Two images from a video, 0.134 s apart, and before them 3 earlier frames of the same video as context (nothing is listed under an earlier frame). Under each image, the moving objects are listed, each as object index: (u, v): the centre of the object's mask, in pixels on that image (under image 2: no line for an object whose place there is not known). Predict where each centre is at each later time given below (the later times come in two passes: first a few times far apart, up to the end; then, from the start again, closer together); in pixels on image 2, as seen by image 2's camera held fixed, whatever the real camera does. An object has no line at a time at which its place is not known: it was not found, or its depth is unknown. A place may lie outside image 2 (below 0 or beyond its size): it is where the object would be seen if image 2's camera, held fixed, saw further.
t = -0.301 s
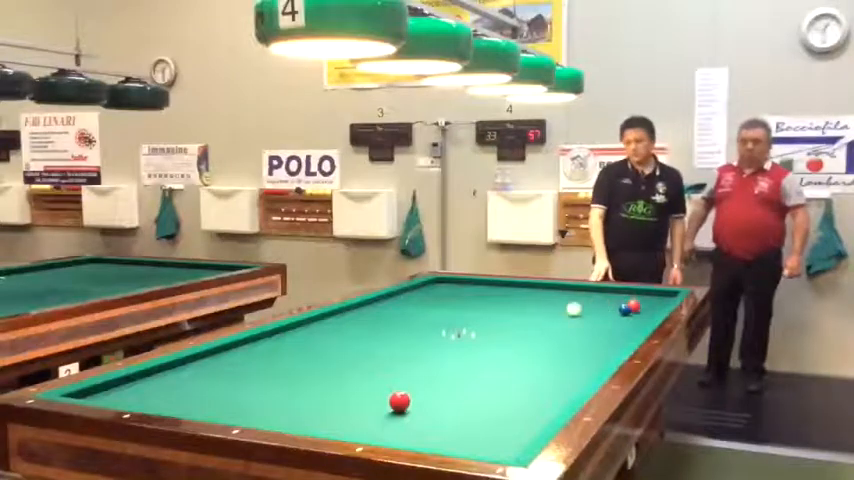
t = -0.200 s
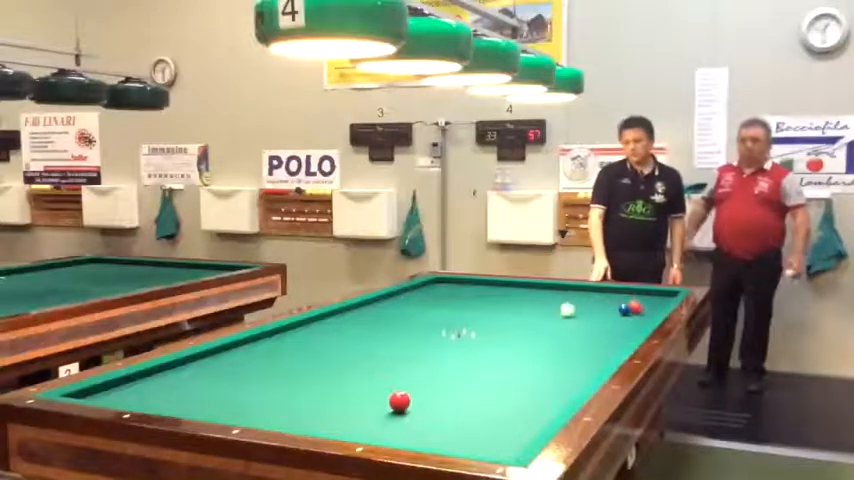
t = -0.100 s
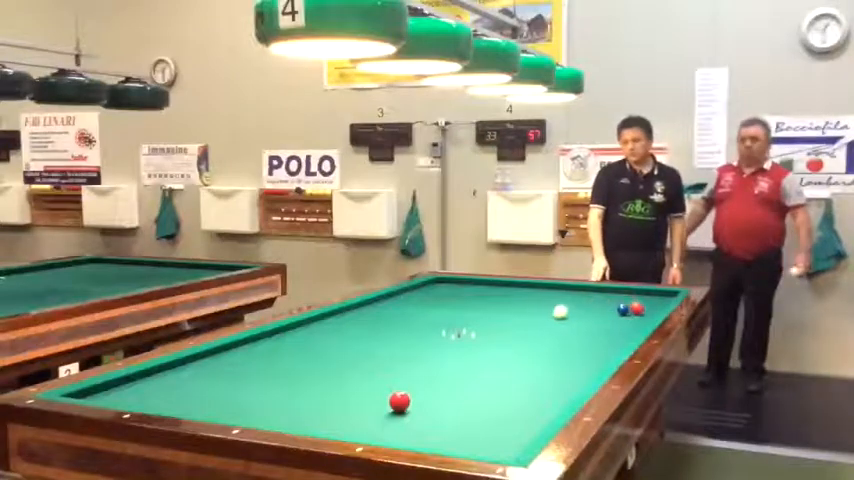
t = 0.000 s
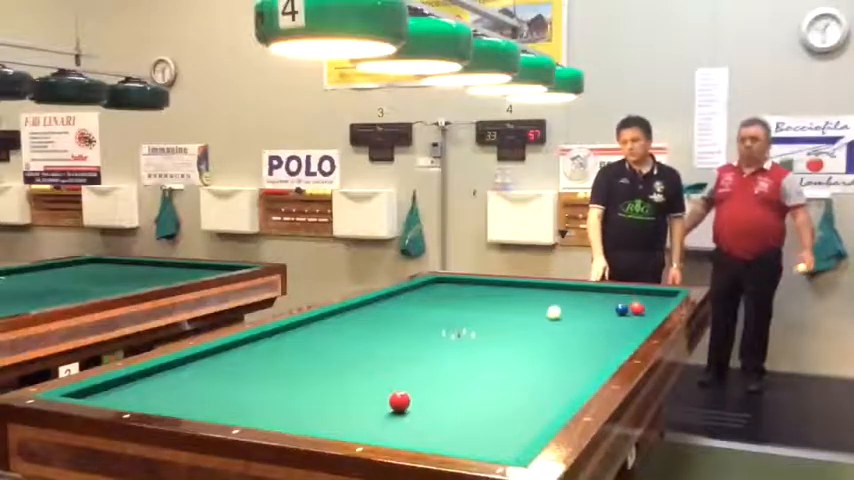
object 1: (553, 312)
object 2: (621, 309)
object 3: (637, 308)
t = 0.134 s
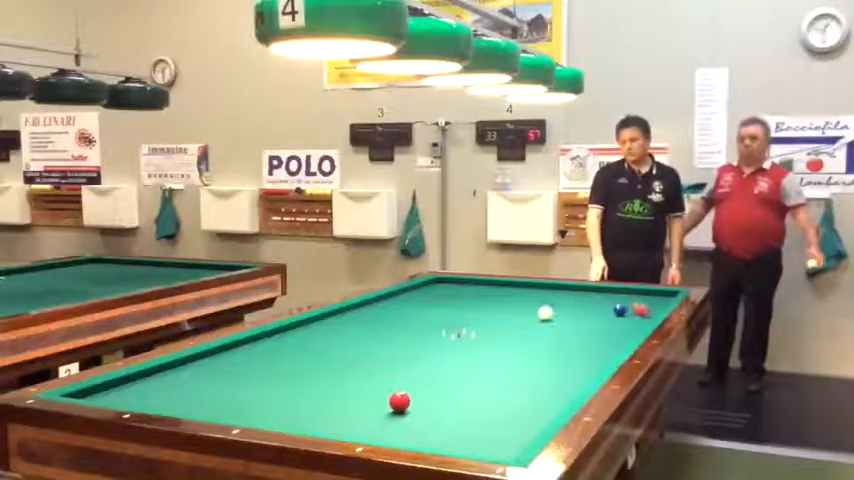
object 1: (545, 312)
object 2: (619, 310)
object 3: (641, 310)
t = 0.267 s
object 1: (536, 315)
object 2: (617, 310)
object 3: (643, 310)
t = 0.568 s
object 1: (517, 318)
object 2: (614, 310)
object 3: (647, 311)
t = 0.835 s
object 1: (498, 321)
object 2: (611, 311)
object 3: (651, 312)
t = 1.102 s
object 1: (481, 323)
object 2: (609, 311)
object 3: (651, 312)
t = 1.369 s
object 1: (464, 326)
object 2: (607, 311)
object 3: (649, 313)
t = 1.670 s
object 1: (442, 329)
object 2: (605, 311)
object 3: (646, 314)
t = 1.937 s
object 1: (425, 332)
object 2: (605, 311)
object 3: (644, 314)
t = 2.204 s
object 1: (409, 334)
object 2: (604, 312)
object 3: (643, 314)
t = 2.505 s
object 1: (389, 337)
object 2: (604, 311)
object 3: (641, 314)
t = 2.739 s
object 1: (373, 340)
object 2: (604, 311)
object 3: (641, 314)
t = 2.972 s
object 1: (353, 342)
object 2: (604, 311)
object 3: (641, 314)
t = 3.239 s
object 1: (336, 345)
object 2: (604, 311)
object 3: (640, 315)
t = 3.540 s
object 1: (318, 348)
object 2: (604, 311)
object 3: (641, 315)
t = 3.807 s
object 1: (302, 350)
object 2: (604, 311)
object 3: (640, 314)
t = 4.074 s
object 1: (286, 353)
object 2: (604, 311)
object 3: (640, 315)
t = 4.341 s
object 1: (271, 355)
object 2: (604, 311)
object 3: (640, 315)
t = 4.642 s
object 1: (254, 357)
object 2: (604, 311)
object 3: (640, 315)
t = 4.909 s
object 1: (240, 360)
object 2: (604, 311)
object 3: (640, 315)
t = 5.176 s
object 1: (225, 362)
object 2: (604, 311)
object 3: (640, 315)
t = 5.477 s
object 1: (211, 365)
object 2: (604, 311)
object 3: (640, 315)
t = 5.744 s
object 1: (198, 367)
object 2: (604, 311)
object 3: (640, 315)
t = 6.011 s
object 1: (186, 369)
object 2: (604, 311)
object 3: (640, 315)
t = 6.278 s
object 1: (174, 370)
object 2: (604, 311)
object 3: (640, 315)
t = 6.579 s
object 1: (162, 373)
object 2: (604, 311)
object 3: (640, 315)
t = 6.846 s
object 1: (153, 374)
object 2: (604, 311)
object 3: (640, 315)
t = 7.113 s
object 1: (143, 376)
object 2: (604, 311)
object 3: (640, 315)
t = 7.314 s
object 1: (138, 377)
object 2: (604, 311)
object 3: (641, 315)
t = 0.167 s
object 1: (543, 314)
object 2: (619, 310)
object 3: (641, 310)
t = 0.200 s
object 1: (540, 313)
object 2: (618, 310)
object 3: (641, 309)
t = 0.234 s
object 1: (538, 315)
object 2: (618, 310)
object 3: (643, 310)
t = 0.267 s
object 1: (536, 315)
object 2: (617, 310)
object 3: (643, 310)
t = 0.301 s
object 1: (533, 315)
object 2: (617, 310)
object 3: (644, 310)
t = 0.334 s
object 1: (531, 315)
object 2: (616, 310)
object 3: (644, 310)
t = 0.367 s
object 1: (529, 316)
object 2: (617, 310)
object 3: (644, 310)
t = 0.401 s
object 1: (527, 316)
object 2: (616, 310)
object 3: (644, 310)
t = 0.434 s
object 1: (526, 316)
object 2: (615, 310)
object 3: (645, 310)
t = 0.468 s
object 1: (523, 317)
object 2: (615, 310)
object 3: (645, 310)
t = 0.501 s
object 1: (521, 317)
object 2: (615, 310)
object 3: (646, 311)
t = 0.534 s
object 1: (518, 318)
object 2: (614, 310)
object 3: (647, 311)
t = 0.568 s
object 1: (517, 318)
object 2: (614, 310)
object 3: (647, 311)
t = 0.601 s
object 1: (514, 318)
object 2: (613, 310)
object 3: (647, 311)
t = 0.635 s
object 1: (512, 319)
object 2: (613, 310)
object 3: (647, 311)
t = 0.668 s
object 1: (510, 319)
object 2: (613, 310)
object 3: (647, 311)
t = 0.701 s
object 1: (508, 319)
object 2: (612, 310)
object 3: (649, 311)
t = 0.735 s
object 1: (505, 320)
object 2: (612, 310)
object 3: (649, 312)
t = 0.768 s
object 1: (503, 320)
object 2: (611, 310)
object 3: (649, 311)
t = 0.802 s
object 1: (501, 320)
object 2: (611, 310)
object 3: (649, 311)
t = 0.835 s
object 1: (498, 321)
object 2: (611, 311)
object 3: (651, 312)
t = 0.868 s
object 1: (496, 321)
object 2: (611, 310)
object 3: (651, 312)
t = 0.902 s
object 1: (494, 321)
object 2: (610, 310)
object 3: (651, 312)
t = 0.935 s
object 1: (492, 322)
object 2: (610, 310)
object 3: (651, 312)
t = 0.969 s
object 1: (490, 322)
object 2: (610, 311)
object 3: (651, 312)
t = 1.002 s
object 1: (488, 322)
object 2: (609, 311)
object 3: (651, 312)
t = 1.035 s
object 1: (486, 322)
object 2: (609, 311)
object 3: (651, 312)
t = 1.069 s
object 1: (484, 323)
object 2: (609, 311)
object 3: (651, 312)
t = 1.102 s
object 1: (481, 323)
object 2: (609, 311)
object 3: (651, 312)
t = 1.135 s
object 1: (479, 323)
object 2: (609, 311)
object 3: (650, 312)
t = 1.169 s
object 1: (476, 324)
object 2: (608, 311)
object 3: (650, 313)
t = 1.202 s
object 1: (475, 324)
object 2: (608, 311)
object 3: (650, 313)
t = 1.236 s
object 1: (472, 325)
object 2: (608, 311)
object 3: (649, 313)
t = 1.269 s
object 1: (469, 325)
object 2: (607, 311)
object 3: (649, 313)
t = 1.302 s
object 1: (466, 326)
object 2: (607, 311)
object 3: (649, 313)
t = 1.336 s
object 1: (465, 326)
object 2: (607, 311)
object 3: (649, 313)
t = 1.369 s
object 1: (464, 326)
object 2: (607, 311)
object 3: (649, 313)
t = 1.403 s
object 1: (462, 326)
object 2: (606, 311)
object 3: (649, 313)
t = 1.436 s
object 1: (460, 326)
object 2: (607, 311)
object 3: (649, 313)
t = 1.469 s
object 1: (457, 327)
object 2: (606, 311)
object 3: (649, 313)
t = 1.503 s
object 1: (456, 328)
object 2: (606, 311)
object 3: (648, 313)
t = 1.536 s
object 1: (452, 328)
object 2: (606, 311)
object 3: (648, 313)
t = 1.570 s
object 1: (449, 329)
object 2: (606, 311)
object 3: (648, 313)
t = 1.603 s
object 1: (447, 328)
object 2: (606, 311)
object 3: (648, 313)
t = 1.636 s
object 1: (444, 329)
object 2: (606, 311)
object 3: (646, 314)
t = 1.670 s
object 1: (442, 329)
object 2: (605, 311)
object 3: (646, 314)
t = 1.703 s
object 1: (441, 330)
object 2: (605, 311)
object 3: (646, 314)
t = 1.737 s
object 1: (439, 330)
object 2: (605, 311)
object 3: (646, 314)
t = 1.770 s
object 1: (437, 330)
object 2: (605, 311)
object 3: (645, 314)
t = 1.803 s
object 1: (435, 331)
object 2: (605, 311)
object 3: (645, 314)
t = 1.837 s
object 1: (432, 331)
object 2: (605, 311)
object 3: (645, 314)
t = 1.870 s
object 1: (429, 331)
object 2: (605, 311)
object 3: (645, 314)
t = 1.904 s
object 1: (428, 331)
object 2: (605, 311)
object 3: (645, 314)
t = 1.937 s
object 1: (425, 332)
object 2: (605, 311)
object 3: (644, 314)
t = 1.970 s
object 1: (424, 332)
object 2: (605, 311)
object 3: (644, 314)
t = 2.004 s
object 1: (421, 332)
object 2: (604, 311)
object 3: (644, 314)
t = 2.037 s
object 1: (419, 332)
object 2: (604, 312)
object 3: (643, 314)
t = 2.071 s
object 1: (417, 333)
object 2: (604, 312)
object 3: (643, 314)
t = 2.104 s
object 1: (416, 333)
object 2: (603, 311)
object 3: (643, 314)
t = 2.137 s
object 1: (412, 333)
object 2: (604, 312)
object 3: (643, 314)
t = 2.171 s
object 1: (410, 334)
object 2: (604, 312)
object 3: (643, 314)
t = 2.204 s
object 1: (409, 334)
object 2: (604, 312)
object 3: (643, 314)
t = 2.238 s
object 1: (405, 335)
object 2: (604, 312)
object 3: (642, 314)
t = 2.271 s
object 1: (403, 335)
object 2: (604, 312)
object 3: (642, 314)
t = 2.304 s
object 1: (402, 335)
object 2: (604, 312)
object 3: (642, 314)
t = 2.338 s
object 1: (401, 335)
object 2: (604, 311)
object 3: (642, 314)
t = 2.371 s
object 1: (398, 336)
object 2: (604, 312)
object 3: (642, 314)
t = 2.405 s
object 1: (396, 336)
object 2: (604, 312)
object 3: (642, 314)
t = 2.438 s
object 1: (393, 336)
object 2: (604, 312)
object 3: (642, 314)
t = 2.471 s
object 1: (390, 337)
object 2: (604, 312)
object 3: (642, 314)
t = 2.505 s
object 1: (389, 337)
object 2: (604, 311)
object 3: (641, 314)
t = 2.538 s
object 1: (384, 338)
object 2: (604, 311)
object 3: (641, 314)
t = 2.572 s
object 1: (382, 338)
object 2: (604, 312)
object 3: (641, 314)
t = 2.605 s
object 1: (380, 338)
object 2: (604, 311)
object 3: (641, 314)
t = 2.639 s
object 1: (378, 339)
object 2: (604, 312)
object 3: (641, 314)
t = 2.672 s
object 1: (374, 339)
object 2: (604, 311)
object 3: (641, 314)
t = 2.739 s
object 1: (373, 340)
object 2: (604, 311)
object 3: (641, 314)
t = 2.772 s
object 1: (367, 340)
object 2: (604, 311)
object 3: (641, 314)
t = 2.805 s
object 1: (363, 341)
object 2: (604, 311)
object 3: (641, 314)
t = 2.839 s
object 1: (361, 341)
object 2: (604, 311)
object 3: (641, 314)
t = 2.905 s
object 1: (357, 342)
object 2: (604, 311)
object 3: (641, 314)
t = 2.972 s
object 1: (353, 342)
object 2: (604, 311)
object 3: (641, 314)
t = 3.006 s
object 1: (351, 343)
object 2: (604, 311)
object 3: (641, 314)
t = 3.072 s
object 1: (346, 344)
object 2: (604, 311)
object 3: (641, 315)
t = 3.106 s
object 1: (343, 344)
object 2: (604, 311)
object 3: (641, 315)
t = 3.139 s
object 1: (342, 344)
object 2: (604, 311)
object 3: (640, 315)
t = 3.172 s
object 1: (340, 344)
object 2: (604, 311)
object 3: (640, 315)
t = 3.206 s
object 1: (338, 344)
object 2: (604, 311)
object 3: (641, 315)
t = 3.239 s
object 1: (336, 345)
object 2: (604, 311)
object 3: (640, 315)
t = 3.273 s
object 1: (334, 345)
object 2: (604, 311)
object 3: (640, 315)
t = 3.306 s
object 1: (332, 345)
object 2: (604, 311)
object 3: (640, 315)
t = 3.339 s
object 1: (330, 346)
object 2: (604, 311)
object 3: (640, 315)
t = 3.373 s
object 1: (328, 346)
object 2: (604, 311)
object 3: (640, 315)
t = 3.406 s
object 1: (326, 346)
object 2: (604, 311)
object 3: (640, 315)
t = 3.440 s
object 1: (324, 347)
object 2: (604, 311)
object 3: (640, 315)
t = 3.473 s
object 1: (322, 347)
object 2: (604, 311)
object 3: (640, 315)
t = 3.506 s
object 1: (319, 347)
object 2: (604, 311)
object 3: (640, 315)
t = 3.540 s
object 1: (318, 348)
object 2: (604, 311)
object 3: (641, 315)
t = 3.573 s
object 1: (316, 348)
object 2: (604, 311)
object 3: (641, 315)
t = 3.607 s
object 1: (314, 348)
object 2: (604, 311)
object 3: (641, 314)
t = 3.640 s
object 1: (311, 349)
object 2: (604, 311)
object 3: (640, 315)
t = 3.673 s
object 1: (310, 349)
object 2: (604, 311)
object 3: (640, 314)
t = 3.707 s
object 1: (308, 349)
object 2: (604, 311)
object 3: (641, 314)
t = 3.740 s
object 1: (306, 350)
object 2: (604, 311)
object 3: (640, 314)
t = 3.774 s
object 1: (304, 350)
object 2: (604, 311)
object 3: (640, 314)
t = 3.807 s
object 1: (302, 350)
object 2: (604, 311)
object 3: (640, 314)
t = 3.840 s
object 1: (299, 350)
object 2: (604, 311)
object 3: (640, 315)
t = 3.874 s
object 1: (298, 351)
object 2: (604, 311)
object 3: (641, 315)
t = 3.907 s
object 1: (296, 351)
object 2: (604, 311)
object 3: (641, 315)
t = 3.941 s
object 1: (294, 351)
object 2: (604, 311)
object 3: (640, 315)
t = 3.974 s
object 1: (292, 352)
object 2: (604, 311)
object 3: (641, 315)
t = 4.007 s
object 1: (290, 352)
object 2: (604, 311)
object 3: (640, 315)
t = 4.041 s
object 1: (288, 352)
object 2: (604, 311)
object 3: (641, 315)
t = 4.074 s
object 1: (286, 353)
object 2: (604, 311)
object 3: (640, 315)
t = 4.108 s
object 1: (284, 353)
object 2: (604, 311)
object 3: (640, 315)
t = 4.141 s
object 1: (283, 353)
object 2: (604, 311)
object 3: (640, 315)
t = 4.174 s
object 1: (280, 354)
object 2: (604, 311)
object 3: (640, 315)
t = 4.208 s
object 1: (278, 354)
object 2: (604, 311)
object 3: (640, 315)
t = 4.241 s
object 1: (277, 354)
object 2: (604, 311)
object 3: (640, 315)
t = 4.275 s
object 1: (275, 355)
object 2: (604, 311)
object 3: (640, 315)
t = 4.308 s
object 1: (273, 355)
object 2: (604, 311)
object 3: (640, 315)
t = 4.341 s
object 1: (271, 355)
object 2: (604, 311)
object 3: (640, 315)
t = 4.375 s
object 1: (269, 356)
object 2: (604, 311)
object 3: (640, 315)
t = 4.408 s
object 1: (267, 356)
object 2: (604, 311)
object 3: (640, 315)
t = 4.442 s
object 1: (266, 356)
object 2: (604, 311)
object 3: (640, 315)
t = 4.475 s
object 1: (263, 356)
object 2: (604, 311)
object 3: (640, 315)
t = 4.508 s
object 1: (261, 356)
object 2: (604, 311)
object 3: (640, 315)
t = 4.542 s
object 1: (260, 357)
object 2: (604, 311)
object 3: (640, 315)
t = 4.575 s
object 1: (258, 357)
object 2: (604, 311)
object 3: (640, 315)
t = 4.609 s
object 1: (256, 358)
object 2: (604, 311)
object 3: (640, 315)
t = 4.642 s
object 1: (254, 357)
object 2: (604, 311)
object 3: (640, 315)
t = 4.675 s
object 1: (252, 358)
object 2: (604, 311)
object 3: (640, 315)
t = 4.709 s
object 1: (251, 358)
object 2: (604, 311)
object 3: (640, 315)
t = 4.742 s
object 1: (249, 359)
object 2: (604, 311)
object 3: (640, 315)
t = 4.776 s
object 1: (247, 359)
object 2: (604, 311)
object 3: (640, 315)
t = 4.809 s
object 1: (245, 359)
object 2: (604, 311)
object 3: (640, 315)
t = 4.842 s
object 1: (244, 359)
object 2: (604, 311)
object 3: (640, 315)
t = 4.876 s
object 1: (241, 360)
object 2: (604, 311)
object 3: (640, 315)
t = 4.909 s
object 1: (240, 360)
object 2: (604, 311)
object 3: (640, 315)
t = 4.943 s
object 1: (238, 360)
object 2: (604, 311)
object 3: (640, 315)
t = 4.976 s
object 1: (237, 361)
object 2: (604, 311)
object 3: (640, 315)
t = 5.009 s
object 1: (235, 361)
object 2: (604, 311)
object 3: (640, 315)
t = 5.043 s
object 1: (233, 361)
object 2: (604, 311)
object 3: (640, 315)
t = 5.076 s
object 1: (231, 361)
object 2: (604, 311)
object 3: (640, 315)
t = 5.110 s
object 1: (230, 362)
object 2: (604, 311)
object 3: (640, 315)
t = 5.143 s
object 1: (227, 362)
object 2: (604, 311)
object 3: (640, 315)
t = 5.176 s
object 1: (225, 362)
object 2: (604, 311)
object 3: (640, 315)
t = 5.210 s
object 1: (224, 362)
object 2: (604, 311)
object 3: (640, 315)
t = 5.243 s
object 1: (222, 363)
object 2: (604, 311)
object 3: (640, 315)
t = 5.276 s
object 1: (221, 363)
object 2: (604, 311)
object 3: (640, 315)
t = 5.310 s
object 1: (219, 363)
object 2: (604, 311)
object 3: (640, 315)
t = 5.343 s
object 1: (218, 363)
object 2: (604, 311)
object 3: (640, 315)
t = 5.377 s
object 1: (216, 364)
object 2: (604, 311)
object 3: (640, 315)
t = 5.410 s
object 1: (214, 364)
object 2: (604, 311)
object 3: (640, 315)
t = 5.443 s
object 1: (213, 364)
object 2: (604, 311)
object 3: (640, 315)
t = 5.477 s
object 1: (211, 365)
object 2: (604, 311)
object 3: (640, 315)
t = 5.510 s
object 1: (209, 365)
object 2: (604, 311)
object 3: (640, 315)
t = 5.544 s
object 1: (208, 365)
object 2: (604, 311)
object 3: (640, 315)
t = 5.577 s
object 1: (206, 365)
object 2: (604, 311)
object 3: (640, 315)
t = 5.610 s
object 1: (204, 365)
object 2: (604, 311)
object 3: (640, 315)
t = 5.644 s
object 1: (203, 366)
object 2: (604, 311)
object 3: (640, 315)
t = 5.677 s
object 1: (202, 366)
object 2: (604, 311)
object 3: (640, 315)
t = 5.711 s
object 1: (200, 367)
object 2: (604, 311)
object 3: (640, 315)
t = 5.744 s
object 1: (198, 367)
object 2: (604, 311)
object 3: (640, 315)
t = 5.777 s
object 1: (196, 367)
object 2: (604, 311)
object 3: (640, 315)
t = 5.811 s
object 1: (195, 367)
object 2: (604, 311)
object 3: (640, 315)
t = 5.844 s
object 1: (194, 367)
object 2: (604, 311)
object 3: (640, 315)
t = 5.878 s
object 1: (192, 368)
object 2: (604, 311)
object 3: (640, 315)
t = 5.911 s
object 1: (191, 368)
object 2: (604, 311)
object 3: (640, 315)
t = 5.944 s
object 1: (189, 368)
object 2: (604, 311)
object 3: (640, 315)
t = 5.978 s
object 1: (187, 369)
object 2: (604, 311)
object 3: (640, 315)
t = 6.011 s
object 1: (186, 369)
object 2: (604, 311)
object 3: (640, 315)
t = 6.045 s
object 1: (184, 369)
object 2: (604, 311)
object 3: (640, 315)
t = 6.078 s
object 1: (183, 370)
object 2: (604, 311)
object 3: (640, 315)
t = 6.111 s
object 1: (182, 369)
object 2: (604, 311)
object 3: (640, 315)
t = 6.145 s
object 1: (180, 370)
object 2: (604, 311)
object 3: (640, 315)
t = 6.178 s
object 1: (178, 370)
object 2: (604, 311)
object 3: (640, 315)
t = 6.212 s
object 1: (177, 370)
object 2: (604, 311)
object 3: (640, 315)
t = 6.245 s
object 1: (176, 370)
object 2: (604, 311)
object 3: (640, 315)
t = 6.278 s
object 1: (174, 370)
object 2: (604, 311)
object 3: (640, 315)
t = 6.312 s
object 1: (173, 371)
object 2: (604, 311)
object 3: (640, 315)
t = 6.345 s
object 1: (172, 371)
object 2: (604, 311)
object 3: (640, 315)
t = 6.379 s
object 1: (170, 371)
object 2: (604, 311)
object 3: (640, 315)
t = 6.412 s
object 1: (169, 371)
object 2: (604, 311)
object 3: (640, 315)
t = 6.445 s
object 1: (168, 372)
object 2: (604, 311)
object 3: (640, 315)
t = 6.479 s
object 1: (167, 372)
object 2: (604, 311)
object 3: (640, 315)
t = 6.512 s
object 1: (165, 372)
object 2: (604, 311)
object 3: (640, 315)
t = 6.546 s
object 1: (164, 372)
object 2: (604, 311)
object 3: (640, 315)
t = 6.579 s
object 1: (162, 373)
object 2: (604, 311)
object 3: (640, 315)
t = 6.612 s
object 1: (161, 373)
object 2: (604, 311)
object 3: (640, 315)
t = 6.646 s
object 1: (160, 373)
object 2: (604, 311)
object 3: (640, 315)
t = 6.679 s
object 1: (159, 373)
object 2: (604, 311)
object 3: (640, 315)
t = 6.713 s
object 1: (157, 373)
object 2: (604, 311)
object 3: (640, 315)
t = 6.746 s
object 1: (156, 374)
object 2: (604, 311)
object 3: (640, 315)
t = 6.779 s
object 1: (155, 374)
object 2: (604, 311)
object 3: (640, 315)
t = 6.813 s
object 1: (154, 374)
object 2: (604, 311)
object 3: (640, 315)
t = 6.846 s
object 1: (153, 374)
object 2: (604, 311)
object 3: (640, 315)
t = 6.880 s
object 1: (152, 374)
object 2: (604, 311)
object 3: (640, 315)
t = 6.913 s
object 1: (150, 374)
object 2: (604, 311)
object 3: (640, 315)
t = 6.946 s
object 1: (149, 375)
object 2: (604, 311)
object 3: (640, 315)
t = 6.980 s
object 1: (148, 375)
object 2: (604, 311)
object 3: (640, 315)
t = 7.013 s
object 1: (147, 375)
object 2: (604, 311)
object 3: (640, 315)
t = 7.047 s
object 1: (145, 375)
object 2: (604, 311)
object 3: (640, 315)
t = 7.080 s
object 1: (145, 376)
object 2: (604, 311)
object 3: (640, 315)
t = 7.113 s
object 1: (143, 376)
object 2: (604, 311)
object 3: (640, 315)
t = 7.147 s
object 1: (142, 376)
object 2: (604, 311)
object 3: (640, 315)
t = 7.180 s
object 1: (141, 376)
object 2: (604, 311)
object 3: (640, 315)
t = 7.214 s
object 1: (141, 376)
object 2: (604, 311)
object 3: (640, 315)
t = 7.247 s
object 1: (140, 377)
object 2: (604, 311)
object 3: (640, 315)
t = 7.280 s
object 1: (139, 377)
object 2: (604, 311)
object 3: (640, 315)
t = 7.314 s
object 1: (138, 377)
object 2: (604, 311)
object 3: (641, 315)
